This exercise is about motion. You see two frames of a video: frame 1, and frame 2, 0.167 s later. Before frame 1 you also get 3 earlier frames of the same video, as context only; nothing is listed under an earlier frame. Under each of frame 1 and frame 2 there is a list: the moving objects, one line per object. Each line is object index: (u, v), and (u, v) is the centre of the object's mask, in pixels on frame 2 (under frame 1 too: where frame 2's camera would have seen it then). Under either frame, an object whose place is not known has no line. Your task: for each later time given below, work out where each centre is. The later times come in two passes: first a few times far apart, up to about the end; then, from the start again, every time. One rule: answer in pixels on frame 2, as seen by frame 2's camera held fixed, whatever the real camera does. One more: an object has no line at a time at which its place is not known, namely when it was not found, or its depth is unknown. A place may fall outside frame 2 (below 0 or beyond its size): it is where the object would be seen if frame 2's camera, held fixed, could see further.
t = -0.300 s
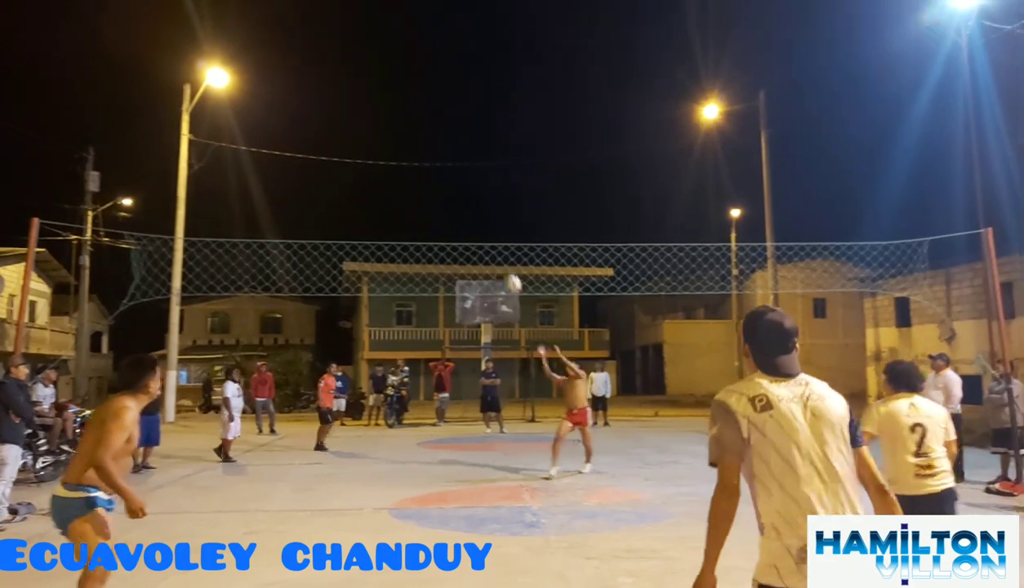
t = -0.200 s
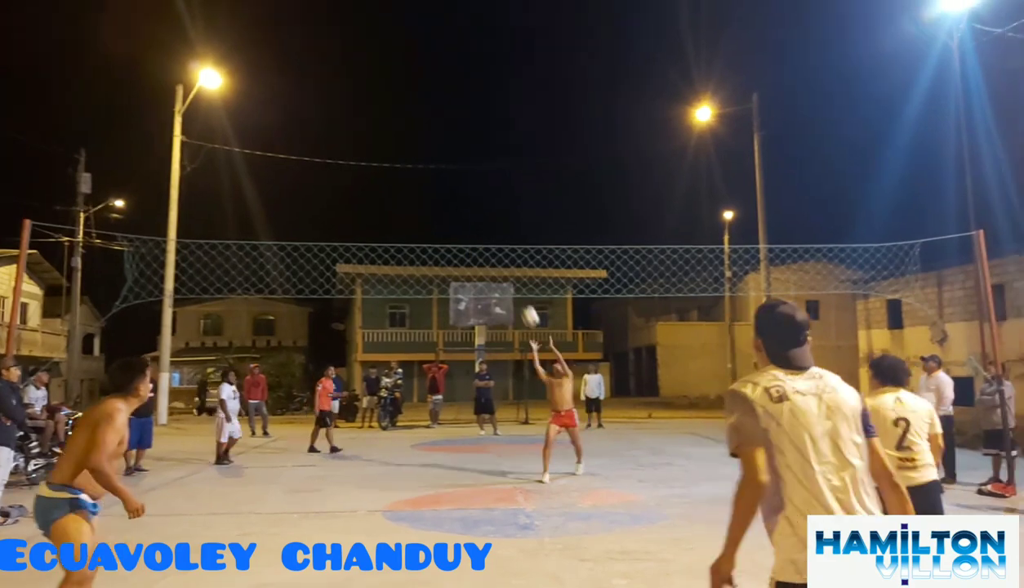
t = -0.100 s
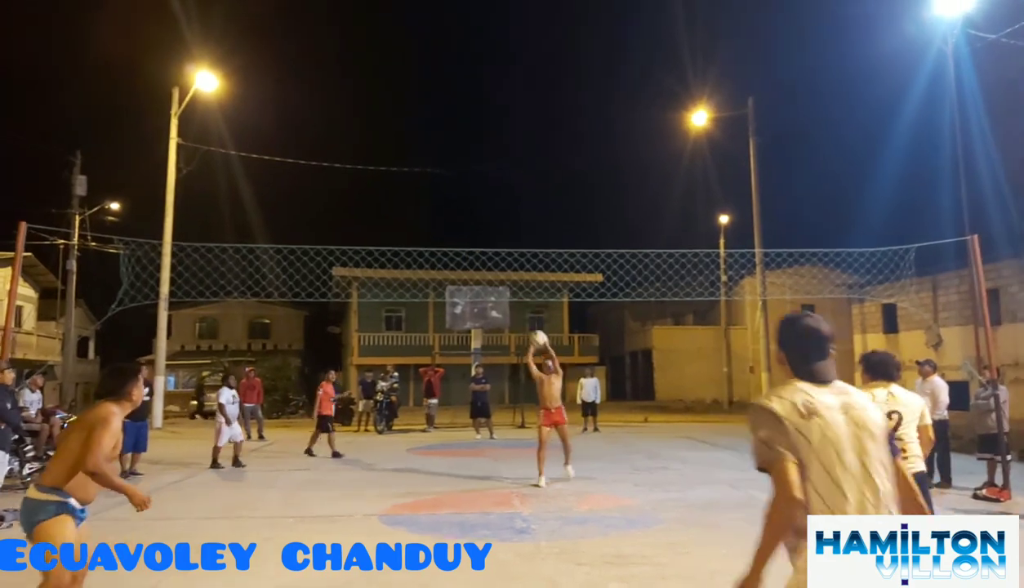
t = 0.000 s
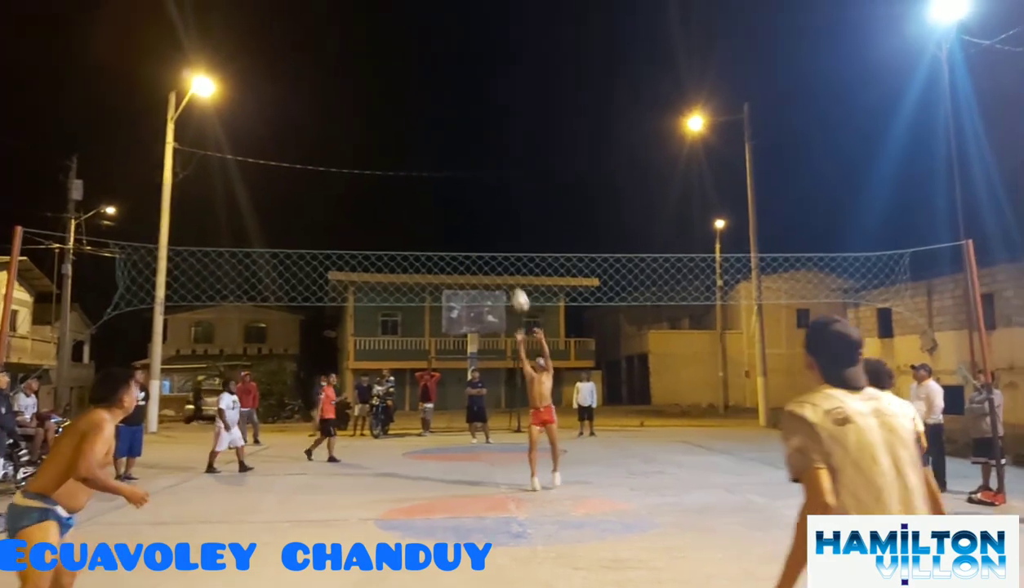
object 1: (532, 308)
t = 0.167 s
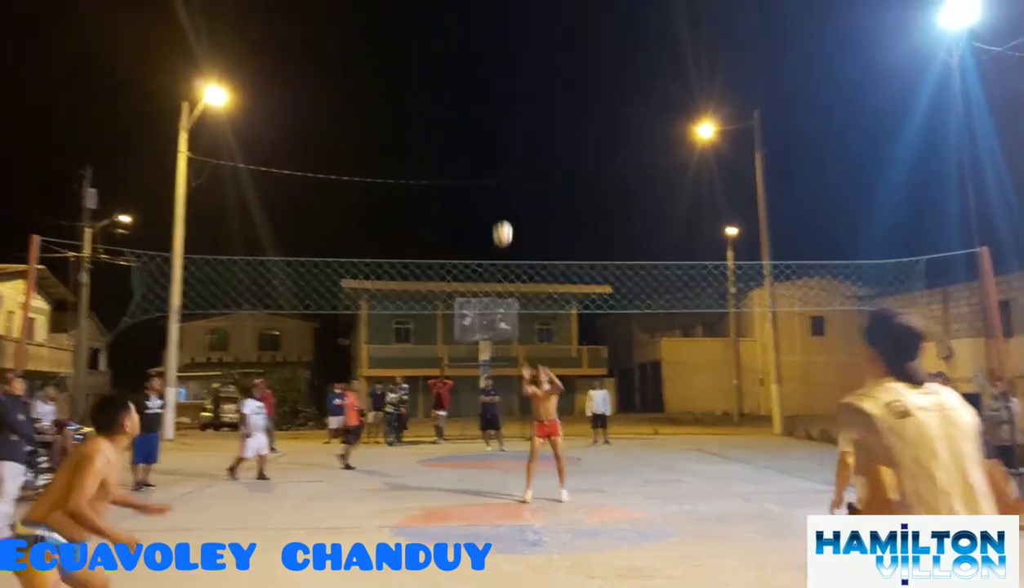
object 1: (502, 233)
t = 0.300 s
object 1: (474, 178)
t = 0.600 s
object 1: (382, 70)
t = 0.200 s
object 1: (496, 219)
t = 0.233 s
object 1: (489, 205)
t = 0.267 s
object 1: (481, 191)
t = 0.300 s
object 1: (474, 178)
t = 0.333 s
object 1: (466, 165)
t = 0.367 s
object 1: (458, 150)
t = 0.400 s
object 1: (450, 138)
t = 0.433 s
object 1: (441, 126)
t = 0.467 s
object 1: (431, 114)
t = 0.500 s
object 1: (420, 102)
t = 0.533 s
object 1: (408, 91)
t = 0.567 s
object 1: (396, 80)
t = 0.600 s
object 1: (382, 70)
